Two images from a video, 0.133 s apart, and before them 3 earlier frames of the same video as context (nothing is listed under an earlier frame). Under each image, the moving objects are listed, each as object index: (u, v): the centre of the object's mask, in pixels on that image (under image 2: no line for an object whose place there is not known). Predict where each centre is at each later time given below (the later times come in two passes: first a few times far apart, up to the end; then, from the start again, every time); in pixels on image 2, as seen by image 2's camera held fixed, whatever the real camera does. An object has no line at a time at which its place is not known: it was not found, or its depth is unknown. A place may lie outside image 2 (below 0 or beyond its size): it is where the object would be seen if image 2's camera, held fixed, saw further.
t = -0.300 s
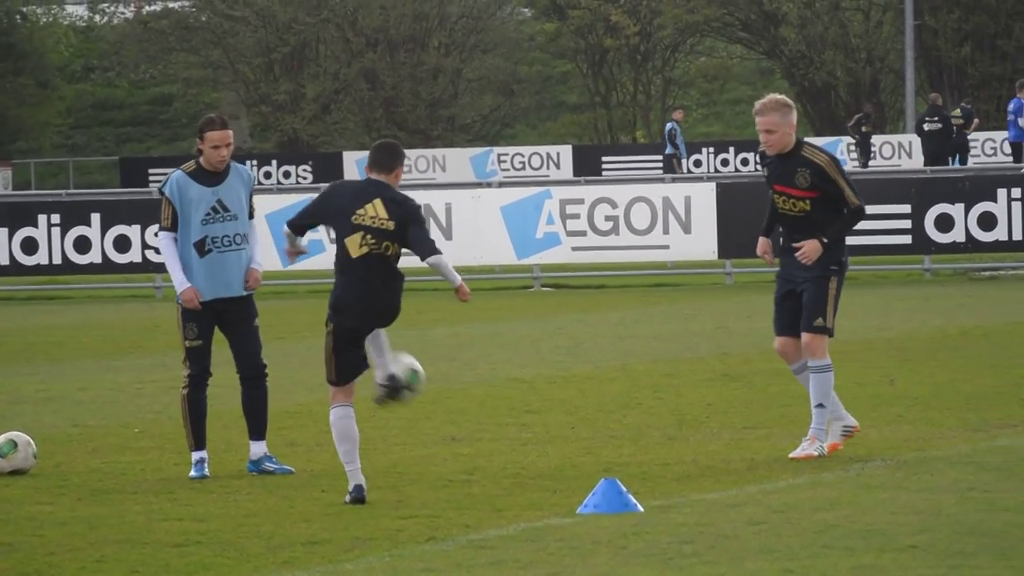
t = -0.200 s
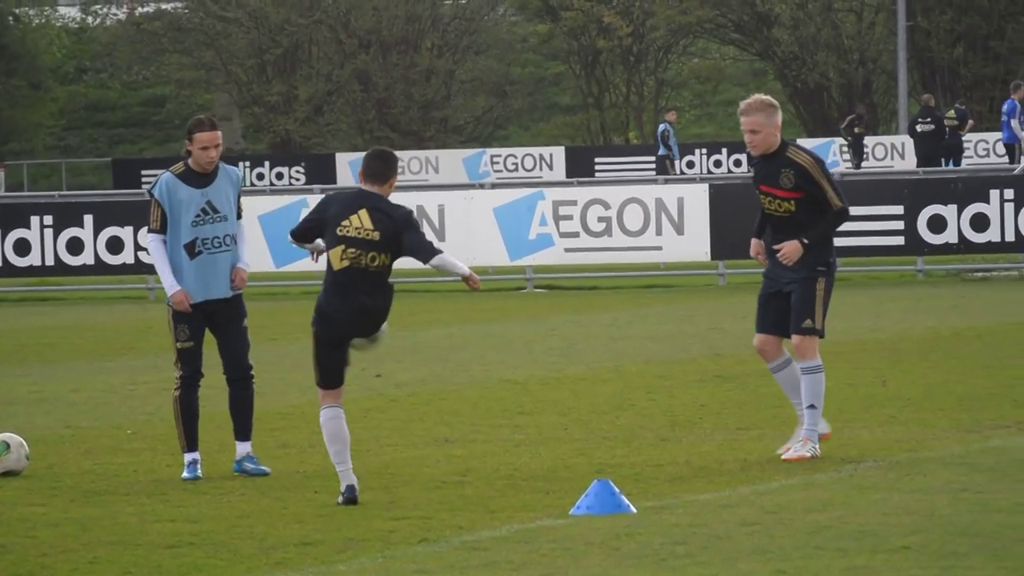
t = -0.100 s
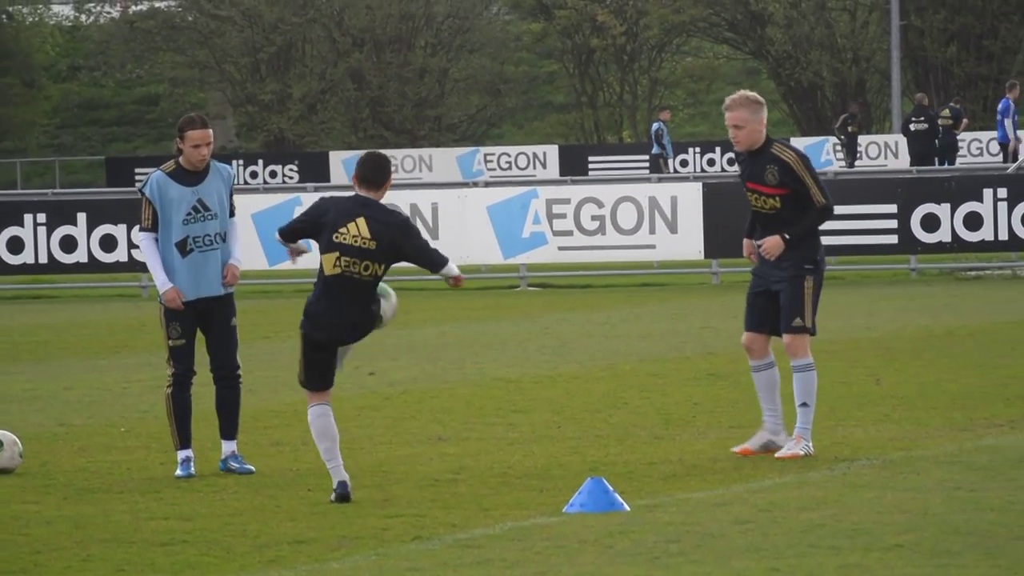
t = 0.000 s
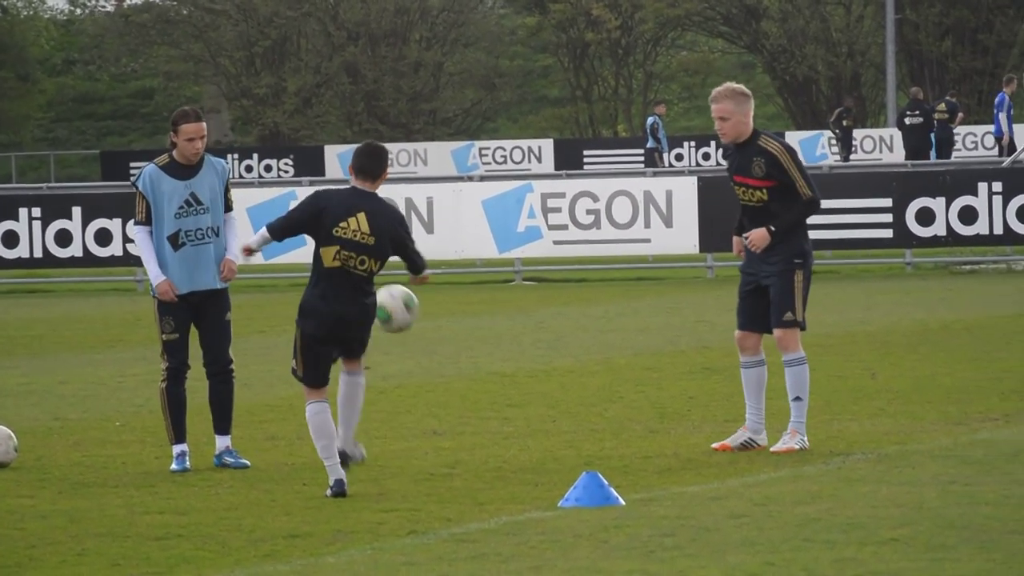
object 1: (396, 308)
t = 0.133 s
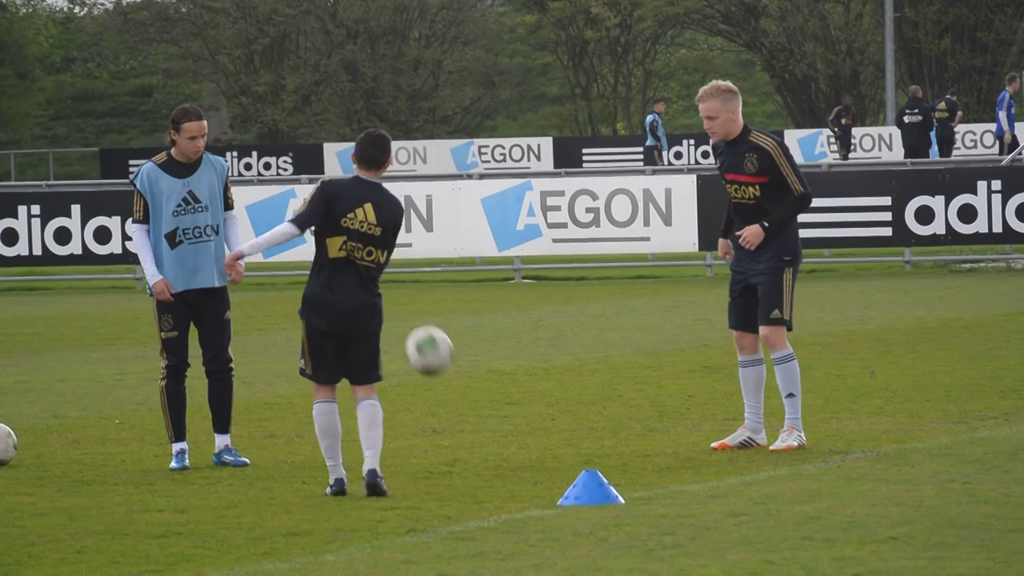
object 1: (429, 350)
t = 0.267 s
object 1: (465, 430)
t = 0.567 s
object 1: (531, 353)
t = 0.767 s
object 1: (575, 381)
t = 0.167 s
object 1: (438, 366)
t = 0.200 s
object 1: (447, 385)
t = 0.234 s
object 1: (456, 406)
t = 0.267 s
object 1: (465, 430)
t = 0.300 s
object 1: (474, 439)
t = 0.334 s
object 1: (481, 421)
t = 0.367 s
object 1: (488, 404)
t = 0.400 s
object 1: (495, 390)
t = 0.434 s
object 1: (502, 378)
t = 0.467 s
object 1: (509, 369)
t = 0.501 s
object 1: (516, 361)
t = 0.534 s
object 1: (524, 356)
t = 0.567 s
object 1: (531, 353)
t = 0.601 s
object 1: (537, 352)
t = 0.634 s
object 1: (545, 354)
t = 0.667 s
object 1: (553, 357)
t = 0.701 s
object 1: (560, 363)
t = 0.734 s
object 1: (568, 371)
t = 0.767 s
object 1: (575, 381)
